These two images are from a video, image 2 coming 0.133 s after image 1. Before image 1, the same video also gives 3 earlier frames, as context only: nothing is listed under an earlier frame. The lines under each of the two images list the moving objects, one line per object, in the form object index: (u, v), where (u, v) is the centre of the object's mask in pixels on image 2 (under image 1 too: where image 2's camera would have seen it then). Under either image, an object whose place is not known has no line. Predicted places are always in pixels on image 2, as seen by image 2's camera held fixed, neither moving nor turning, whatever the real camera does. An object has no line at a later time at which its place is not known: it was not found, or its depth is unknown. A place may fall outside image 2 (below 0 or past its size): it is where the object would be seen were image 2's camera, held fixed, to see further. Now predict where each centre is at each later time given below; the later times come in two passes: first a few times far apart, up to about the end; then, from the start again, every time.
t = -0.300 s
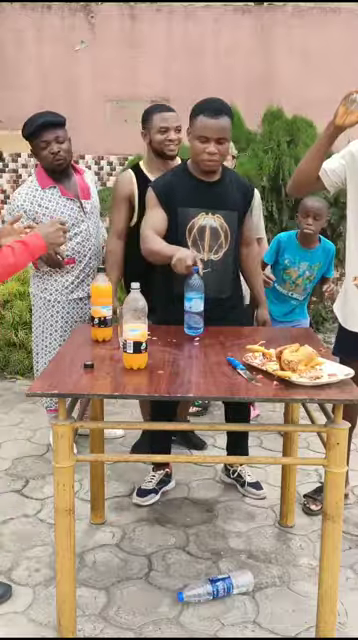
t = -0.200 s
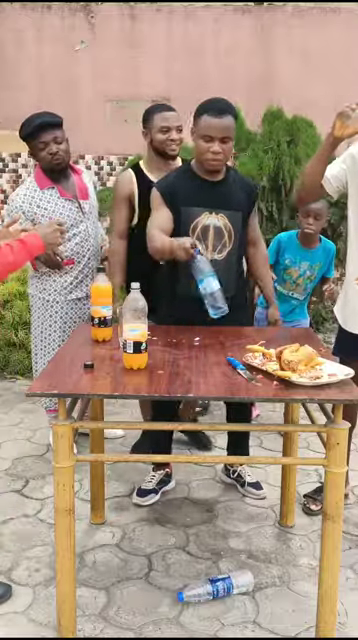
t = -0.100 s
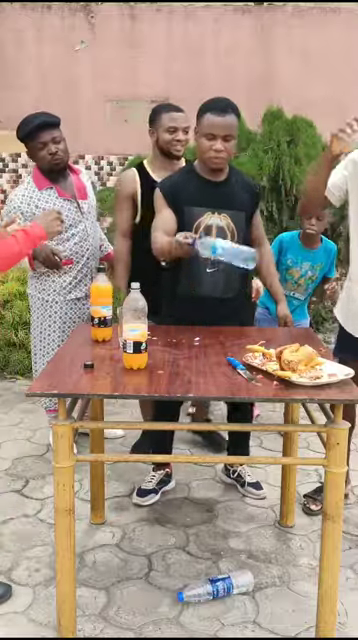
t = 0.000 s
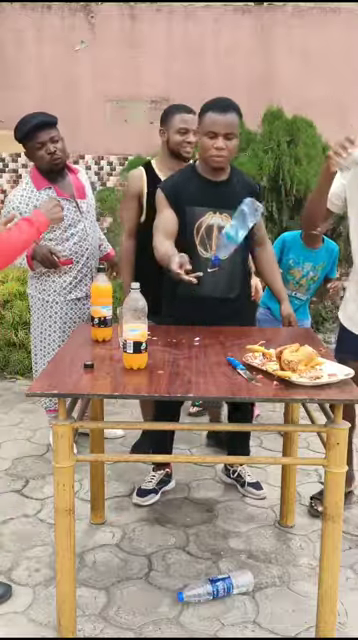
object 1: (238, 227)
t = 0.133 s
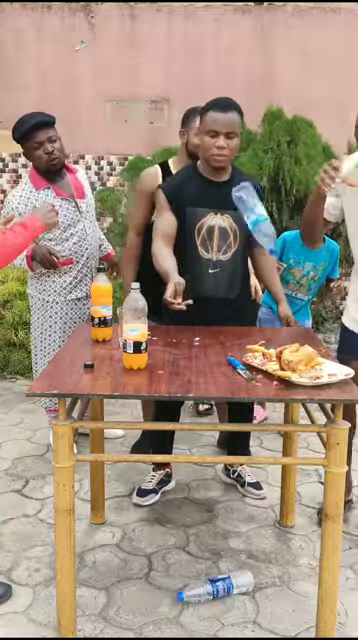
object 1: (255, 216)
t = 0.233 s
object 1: (259, 236)
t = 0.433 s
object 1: (249, 336)
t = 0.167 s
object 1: (255, 218)
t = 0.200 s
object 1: (258, 226)
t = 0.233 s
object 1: (259, 236)
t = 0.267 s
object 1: (259, 249)
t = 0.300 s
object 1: (259, 267)
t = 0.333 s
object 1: (258, 286)
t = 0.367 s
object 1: (255, 310)
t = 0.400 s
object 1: (251, 337)
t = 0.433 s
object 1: (249, 336)
